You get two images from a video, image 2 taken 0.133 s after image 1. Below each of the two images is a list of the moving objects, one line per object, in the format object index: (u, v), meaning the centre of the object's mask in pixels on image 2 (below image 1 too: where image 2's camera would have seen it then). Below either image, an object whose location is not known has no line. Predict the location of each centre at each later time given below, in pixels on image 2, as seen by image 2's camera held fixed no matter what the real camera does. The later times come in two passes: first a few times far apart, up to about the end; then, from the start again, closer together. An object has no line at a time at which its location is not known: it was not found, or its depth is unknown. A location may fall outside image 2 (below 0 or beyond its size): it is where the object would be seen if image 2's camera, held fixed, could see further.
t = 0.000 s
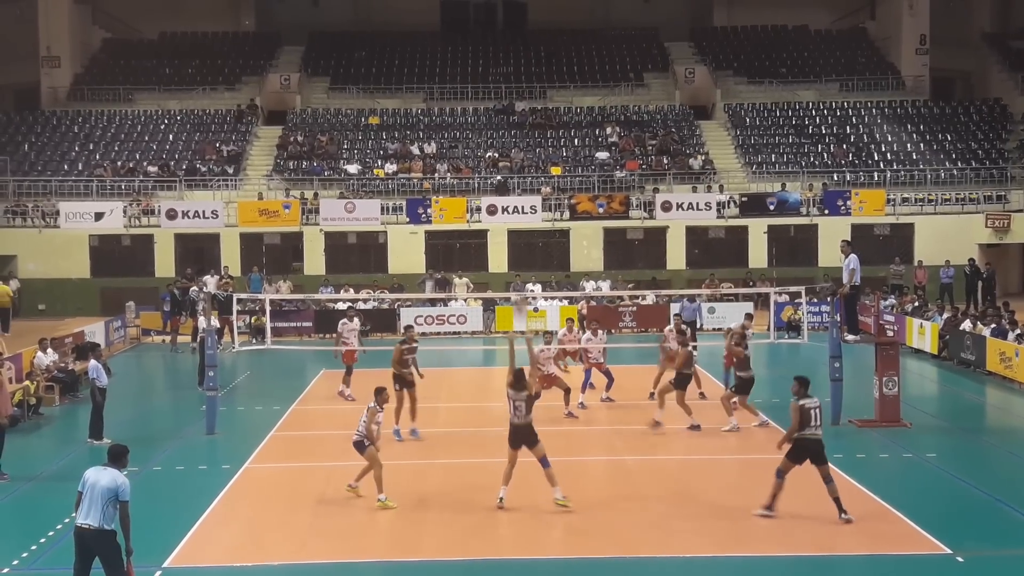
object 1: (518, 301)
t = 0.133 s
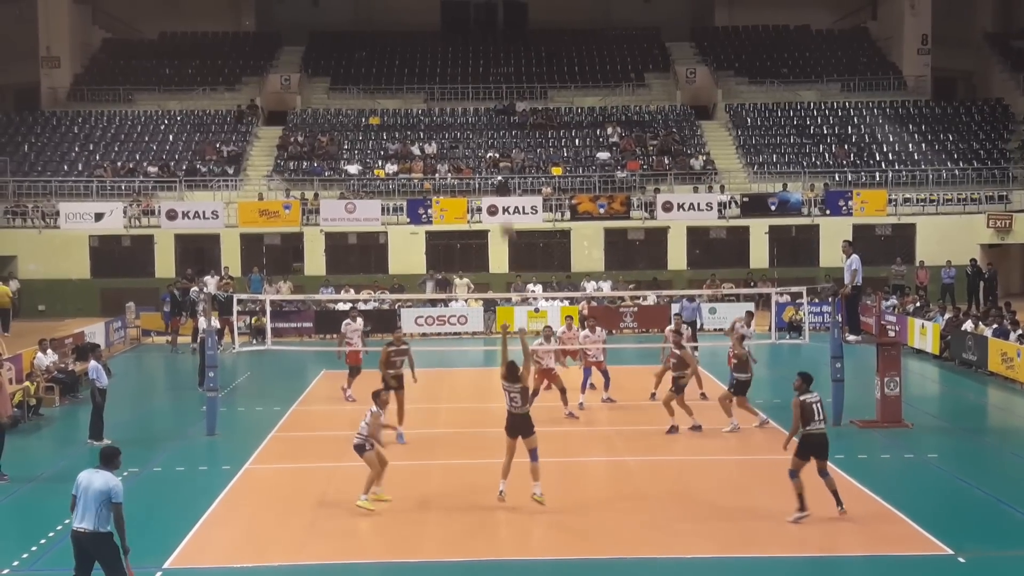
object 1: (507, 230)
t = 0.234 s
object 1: (498, 181)
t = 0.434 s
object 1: (474, 98)
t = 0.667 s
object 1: (446, 42)
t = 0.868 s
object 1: (421, 29)
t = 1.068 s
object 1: (398, 48)
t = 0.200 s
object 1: (500, 192)
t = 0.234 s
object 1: (498, 181)
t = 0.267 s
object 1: (492, 165)
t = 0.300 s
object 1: (489, 150)
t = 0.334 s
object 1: (485, 135)
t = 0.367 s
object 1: (483, 121)
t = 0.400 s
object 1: (477, 110)
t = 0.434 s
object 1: (474, 98)
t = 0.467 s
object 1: (469, 87)
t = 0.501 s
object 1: (466, 78)
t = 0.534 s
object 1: (461, 69)
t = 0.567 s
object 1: (457, 60)
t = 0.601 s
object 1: (453, 53)
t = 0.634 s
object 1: (449, 47)
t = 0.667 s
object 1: (446, 42)
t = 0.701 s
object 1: (442, 38)
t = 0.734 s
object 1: (437, 33)
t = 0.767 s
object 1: (433, 31)
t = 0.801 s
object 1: (429, 29)
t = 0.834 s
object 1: (425, 29)
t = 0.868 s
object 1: (421, 29)
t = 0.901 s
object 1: (418, 30)
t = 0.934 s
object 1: (413, 30)
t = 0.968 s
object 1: (410, 33)
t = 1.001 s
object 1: (406, 37)
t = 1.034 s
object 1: (402, 43)
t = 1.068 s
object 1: (398, 48)
